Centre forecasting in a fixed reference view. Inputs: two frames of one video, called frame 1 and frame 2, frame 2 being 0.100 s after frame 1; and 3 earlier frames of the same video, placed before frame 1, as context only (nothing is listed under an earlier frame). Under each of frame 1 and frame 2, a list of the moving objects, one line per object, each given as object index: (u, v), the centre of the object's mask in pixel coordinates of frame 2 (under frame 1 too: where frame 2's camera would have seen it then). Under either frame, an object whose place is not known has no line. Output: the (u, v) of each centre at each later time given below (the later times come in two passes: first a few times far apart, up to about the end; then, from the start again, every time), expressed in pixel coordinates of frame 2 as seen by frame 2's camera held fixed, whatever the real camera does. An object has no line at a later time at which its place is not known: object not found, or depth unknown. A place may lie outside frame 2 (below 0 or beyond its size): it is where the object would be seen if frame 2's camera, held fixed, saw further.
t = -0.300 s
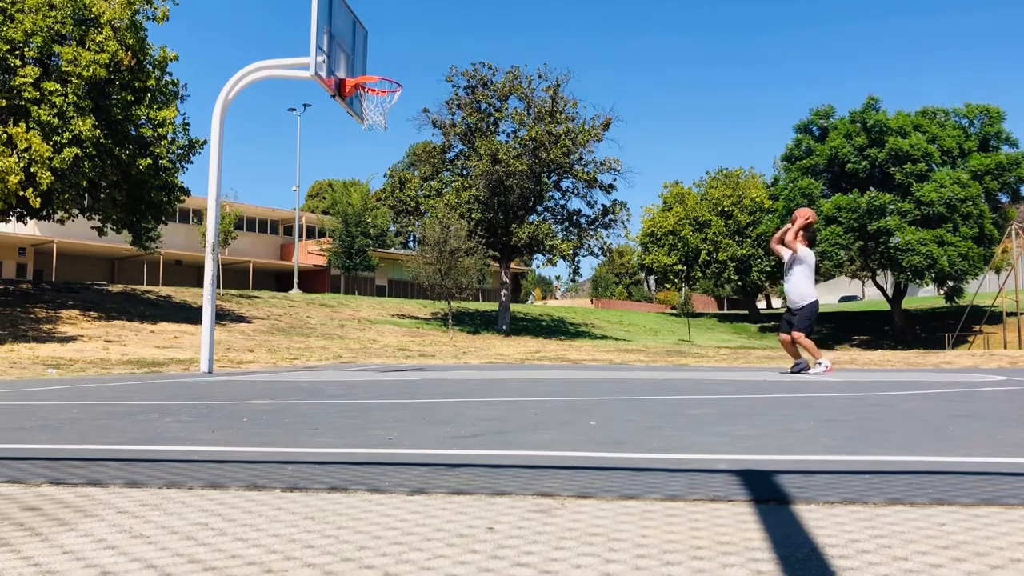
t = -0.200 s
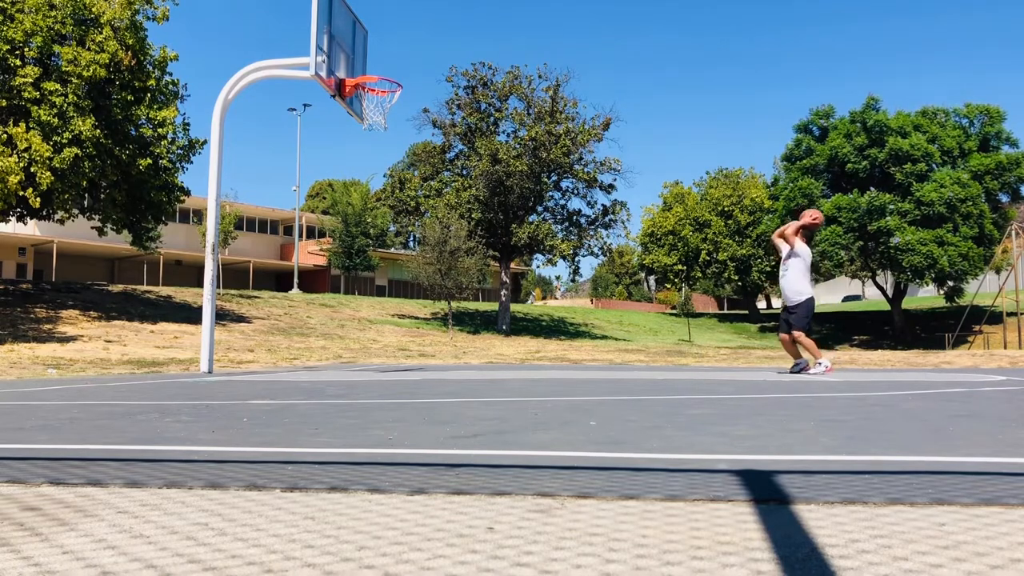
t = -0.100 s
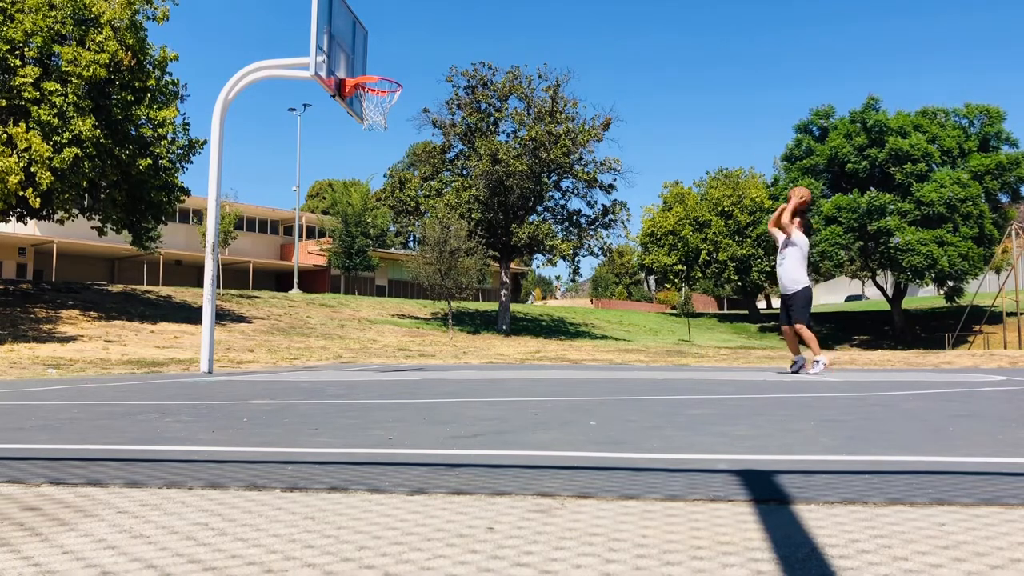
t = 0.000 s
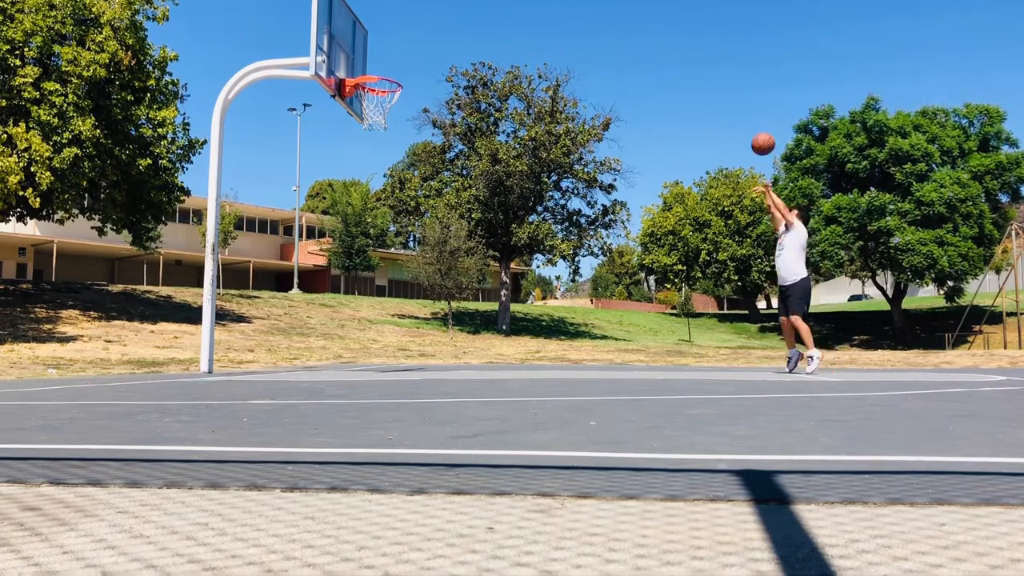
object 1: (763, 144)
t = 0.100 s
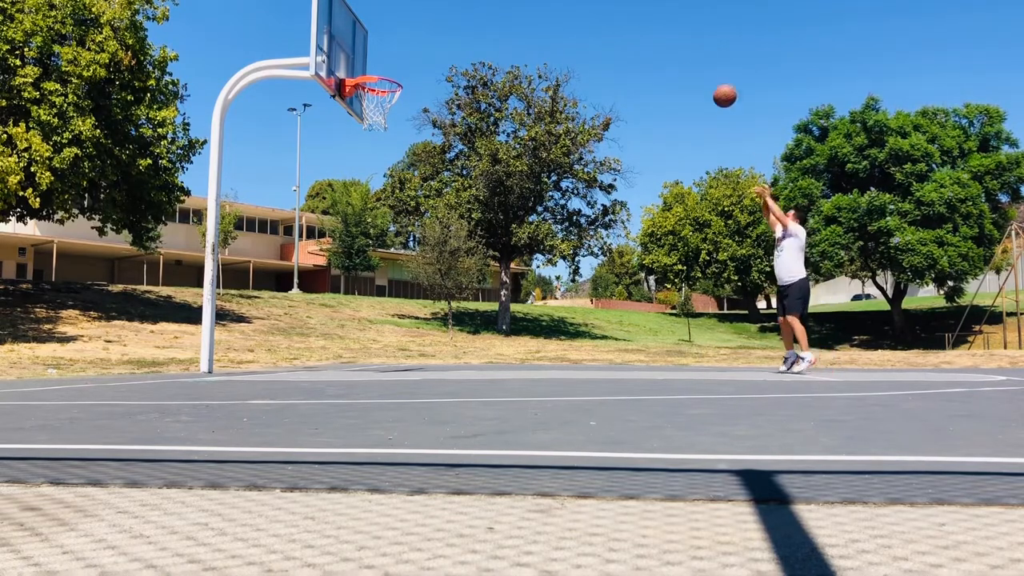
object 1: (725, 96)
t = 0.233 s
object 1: (675, 47)
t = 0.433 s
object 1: (602, 8)
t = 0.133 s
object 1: (712, 82)
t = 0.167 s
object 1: (700, 69)
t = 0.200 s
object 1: (687, 57)
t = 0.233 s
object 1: (675, 47)
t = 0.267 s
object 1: (662, 37)
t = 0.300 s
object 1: (650, 29)
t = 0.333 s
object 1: (638, 21)
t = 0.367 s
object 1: (626, 15)
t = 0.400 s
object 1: (614, 10)
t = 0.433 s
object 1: (602, 8)
